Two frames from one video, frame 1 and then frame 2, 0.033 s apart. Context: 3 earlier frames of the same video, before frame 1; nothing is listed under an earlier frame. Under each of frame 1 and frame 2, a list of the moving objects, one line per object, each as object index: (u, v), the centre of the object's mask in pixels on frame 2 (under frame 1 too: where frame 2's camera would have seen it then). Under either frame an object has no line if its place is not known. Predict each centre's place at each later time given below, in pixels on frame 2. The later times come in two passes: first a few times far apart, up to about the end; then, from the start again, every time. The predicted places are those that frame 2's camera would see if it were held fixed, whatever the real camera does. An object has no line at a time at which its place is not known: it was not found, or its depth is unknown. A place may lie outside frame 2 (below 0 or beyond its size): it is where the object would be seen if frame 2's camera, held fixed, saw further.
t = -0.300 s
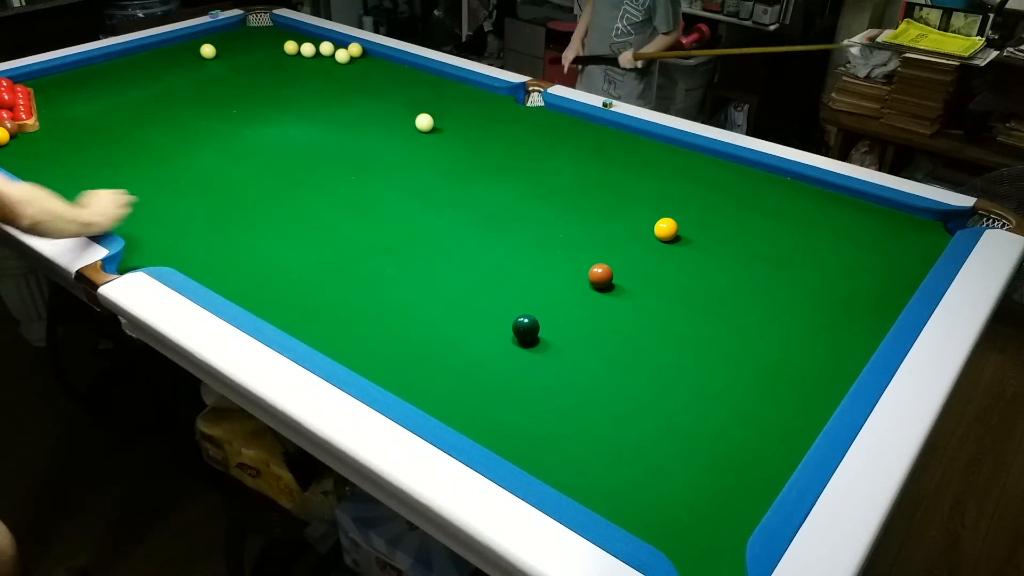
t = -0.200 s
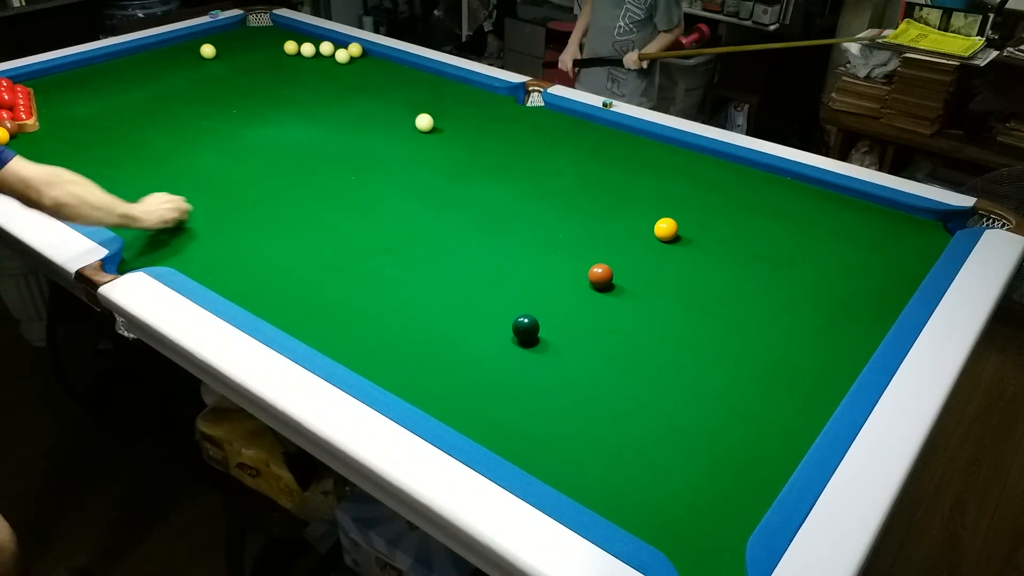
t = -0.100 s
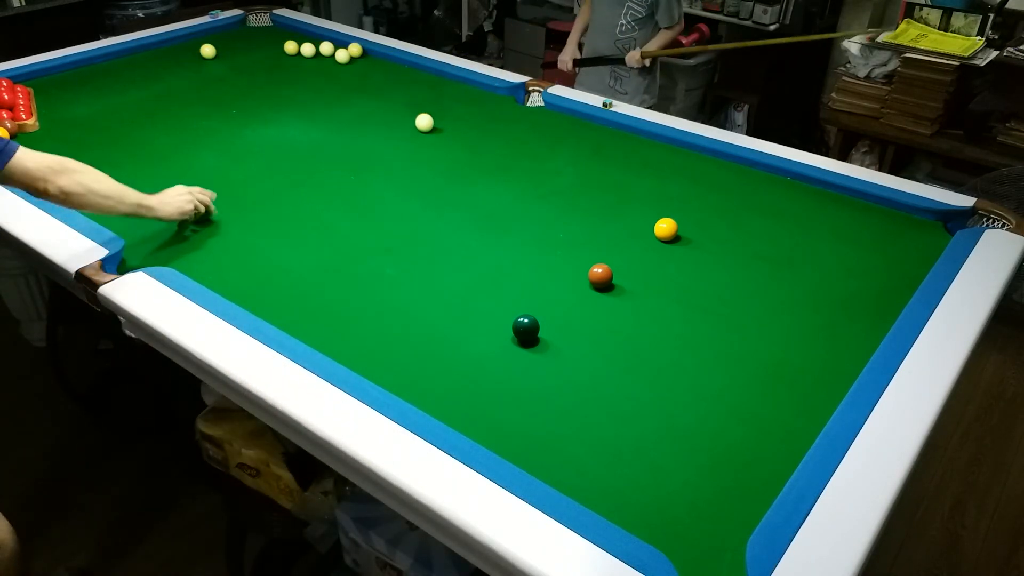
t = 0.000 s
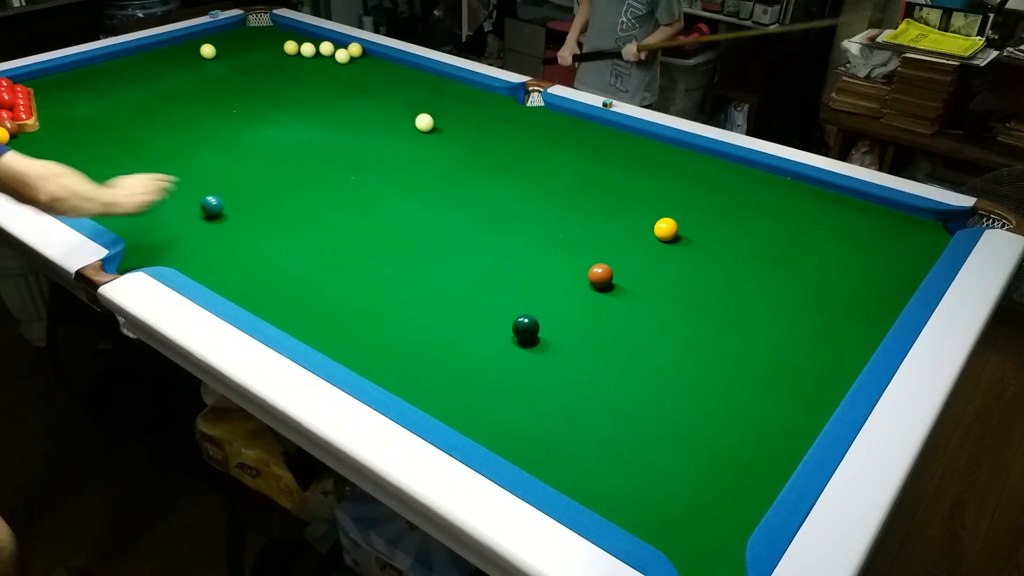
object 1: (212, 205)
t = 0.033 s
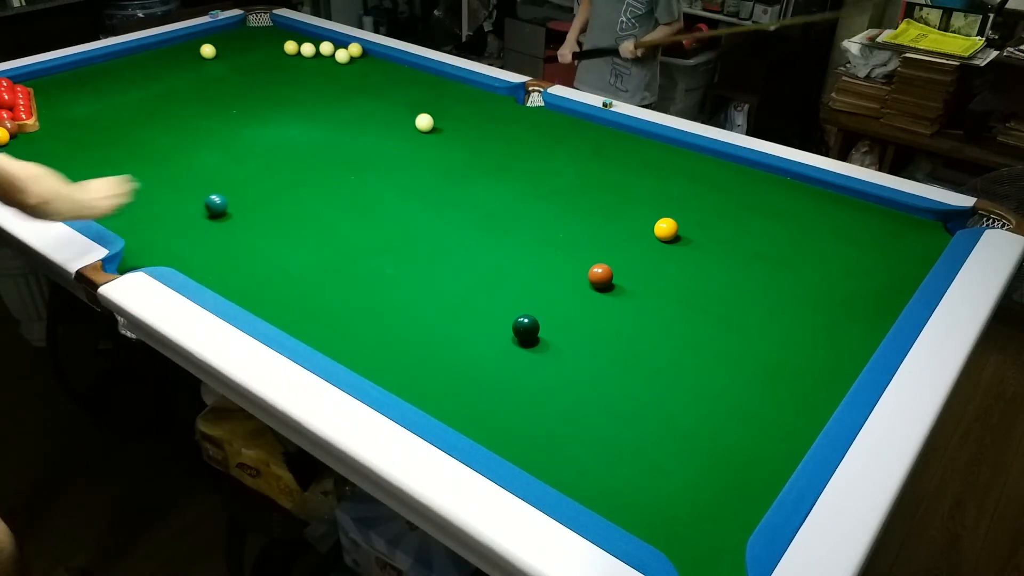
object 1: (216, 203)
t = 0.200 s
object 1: (234, 198)
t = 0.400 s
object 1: (254, 191)
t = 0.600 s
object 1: (272, 185)
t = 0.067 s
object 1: (220, 202)
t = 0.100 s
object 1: (223, 201)
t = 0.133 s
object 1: (227, 200)
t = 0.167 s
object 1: (230, 199)
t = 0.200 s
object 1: (234, 198)
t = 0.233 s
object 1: (238, 197)
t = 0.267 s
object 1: (241, 195)
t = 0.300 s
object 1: (244, 194)
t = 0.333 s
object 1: (248, 193)
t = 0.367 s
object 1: (251, 192)
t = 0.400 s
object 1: (254, 191)
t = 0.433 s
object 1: (257, 190)
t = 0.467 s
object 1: (260, 189)
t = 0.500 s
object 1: (263, 189)
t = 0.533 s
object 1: (266, 187)
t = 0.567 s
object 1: (269, 186)
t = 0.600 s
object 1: (272, 185)
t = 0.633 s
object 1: (275, 185)
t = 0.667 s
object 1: (278, 184)
